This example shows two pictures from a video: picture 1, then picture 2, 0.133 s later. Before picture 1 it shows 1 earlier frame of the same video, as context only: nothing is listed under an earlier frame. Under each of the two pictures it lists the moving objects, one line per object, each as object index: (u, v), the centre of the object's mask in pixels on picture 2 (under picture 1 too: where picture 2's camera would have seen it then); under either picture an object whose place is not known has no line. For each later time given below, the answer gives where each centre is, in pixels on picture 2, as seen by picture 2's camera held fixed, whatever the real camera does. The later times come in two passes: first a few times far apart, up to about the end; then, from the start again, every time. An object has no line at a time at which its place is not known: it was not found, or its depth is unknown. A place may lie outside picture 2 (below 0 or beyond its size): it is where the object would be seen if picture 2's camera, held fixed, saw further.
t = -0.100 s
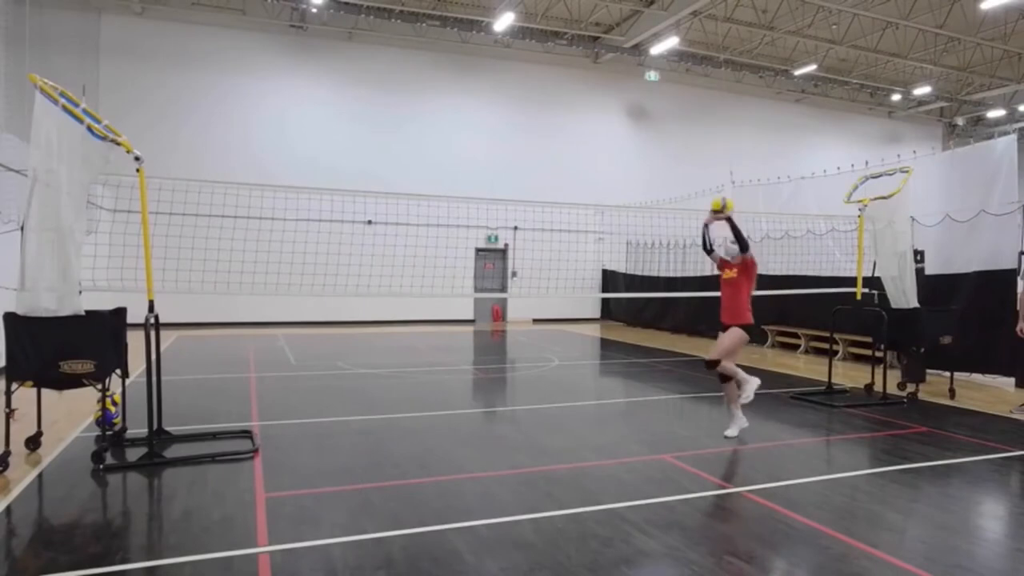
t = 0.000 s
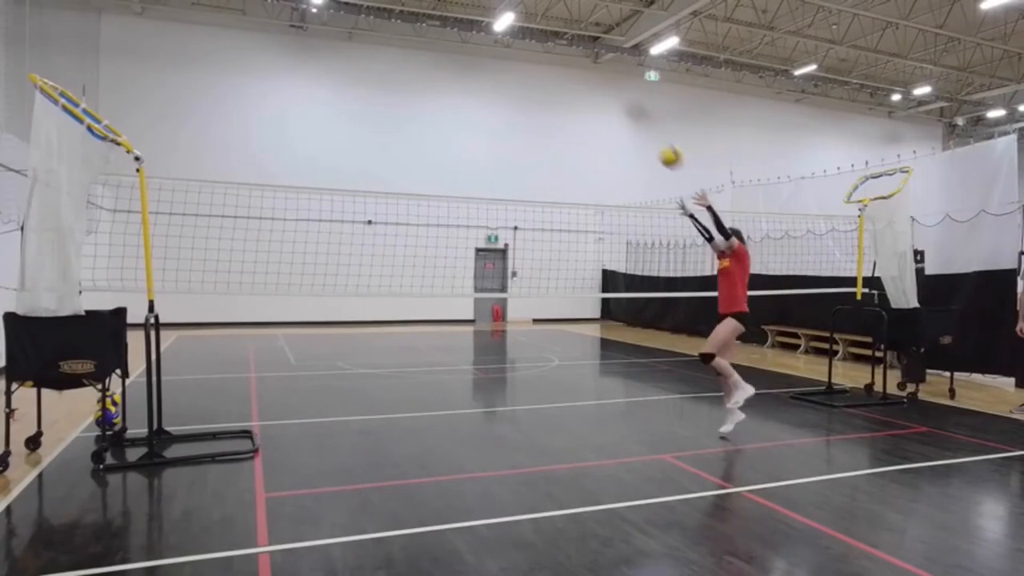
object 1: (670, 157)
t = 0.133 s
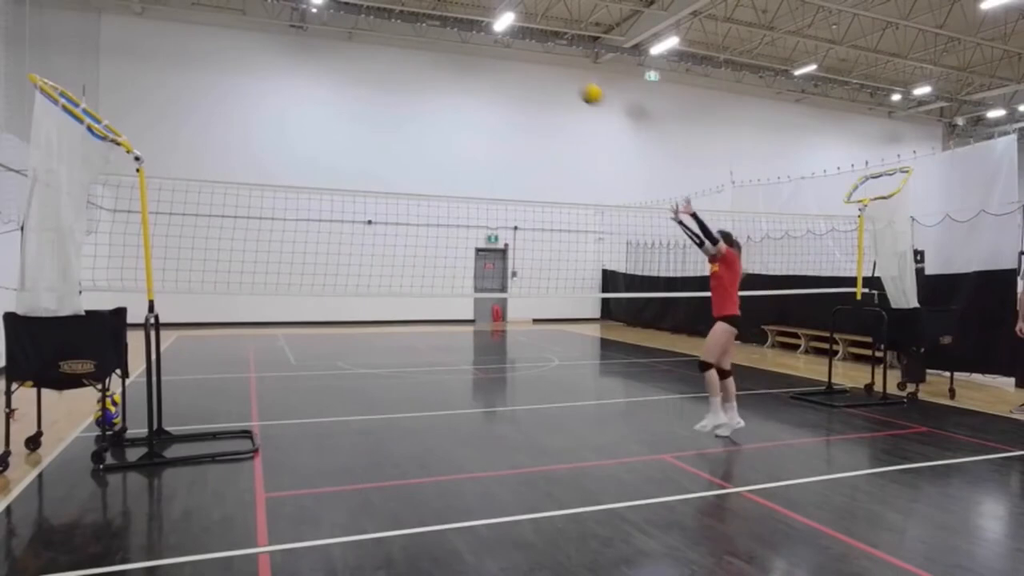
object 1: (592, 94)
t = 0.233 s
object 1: (531, 57)
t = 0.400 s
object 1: (427, 19)
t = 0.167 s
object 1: (572, 81)
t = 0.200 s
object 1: (551, 68)
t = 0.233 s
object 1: (531, 57)
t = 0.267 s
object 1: (511, 47)
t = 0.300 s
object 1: (491, 39)
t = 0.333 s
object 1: (471, 31)
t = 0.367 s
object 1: (448, 24)
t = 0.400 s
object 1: (427, 19)
